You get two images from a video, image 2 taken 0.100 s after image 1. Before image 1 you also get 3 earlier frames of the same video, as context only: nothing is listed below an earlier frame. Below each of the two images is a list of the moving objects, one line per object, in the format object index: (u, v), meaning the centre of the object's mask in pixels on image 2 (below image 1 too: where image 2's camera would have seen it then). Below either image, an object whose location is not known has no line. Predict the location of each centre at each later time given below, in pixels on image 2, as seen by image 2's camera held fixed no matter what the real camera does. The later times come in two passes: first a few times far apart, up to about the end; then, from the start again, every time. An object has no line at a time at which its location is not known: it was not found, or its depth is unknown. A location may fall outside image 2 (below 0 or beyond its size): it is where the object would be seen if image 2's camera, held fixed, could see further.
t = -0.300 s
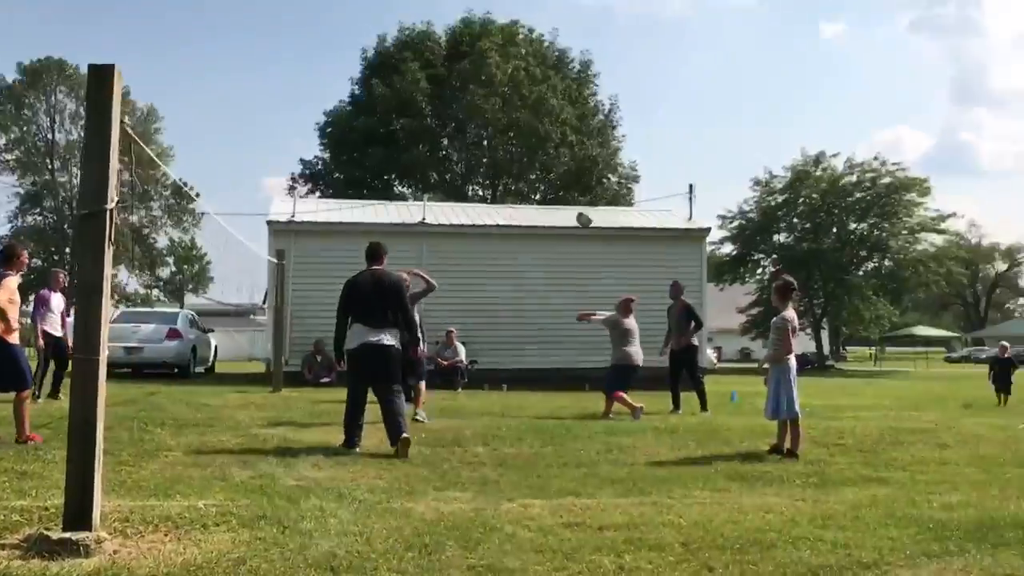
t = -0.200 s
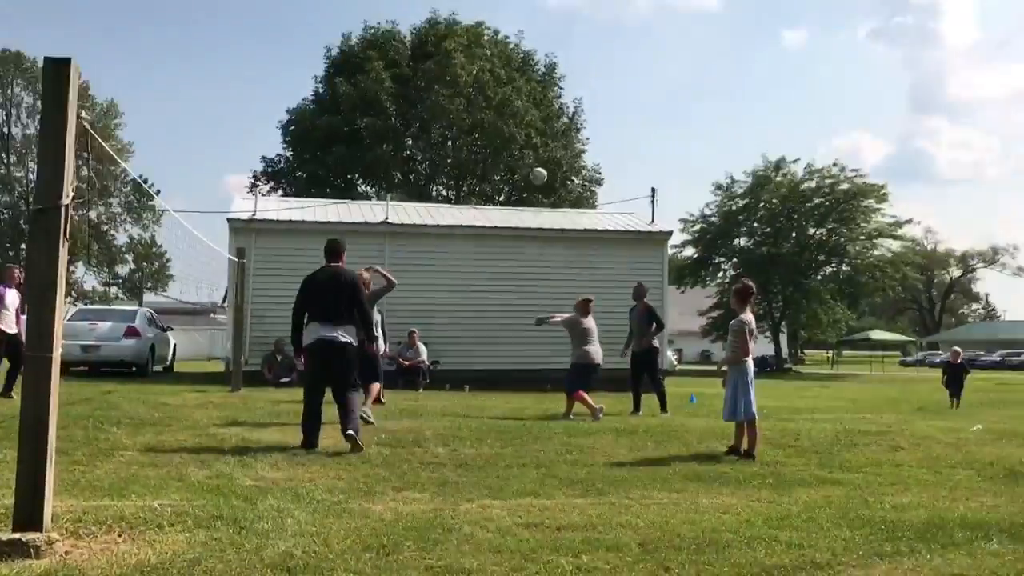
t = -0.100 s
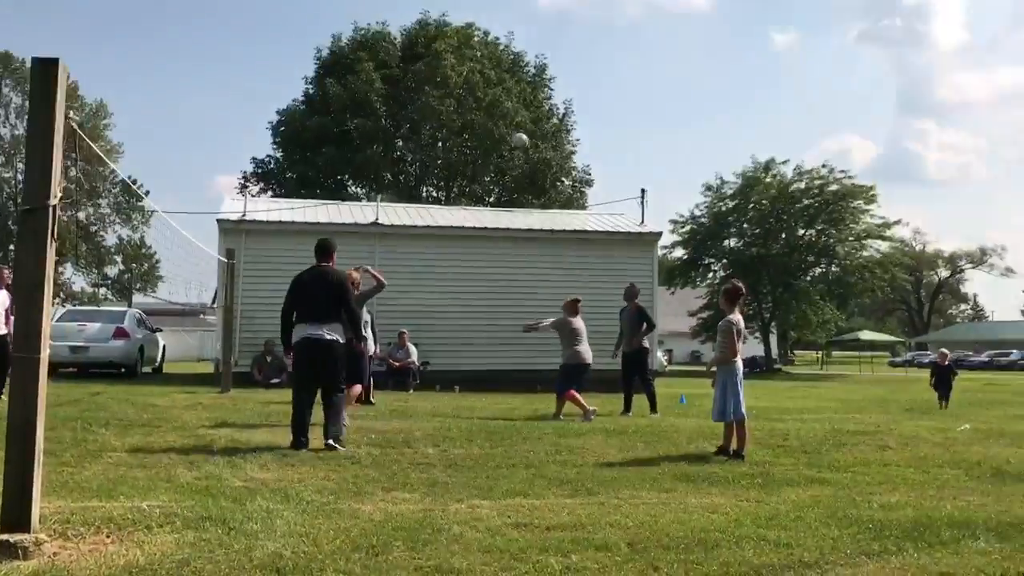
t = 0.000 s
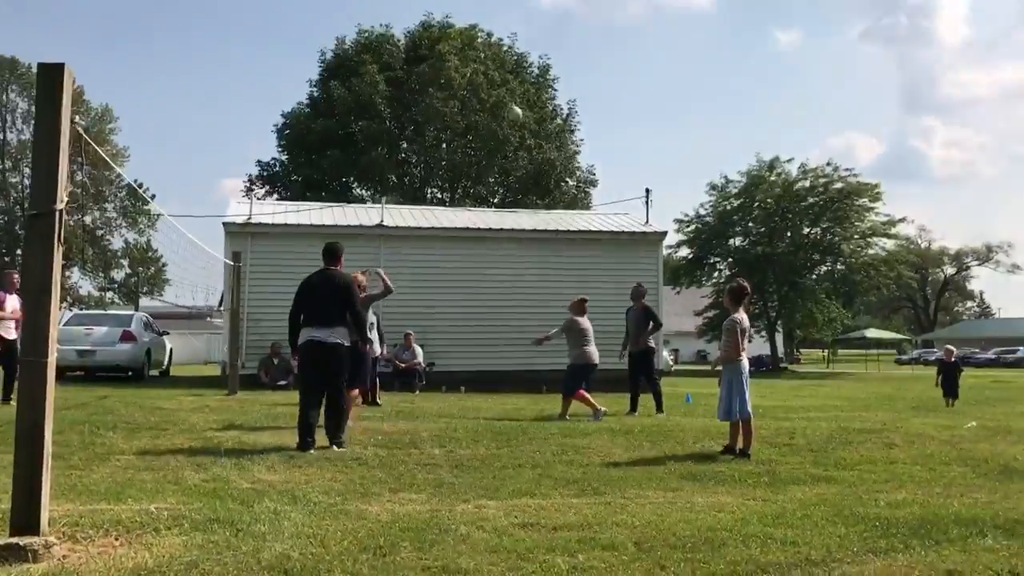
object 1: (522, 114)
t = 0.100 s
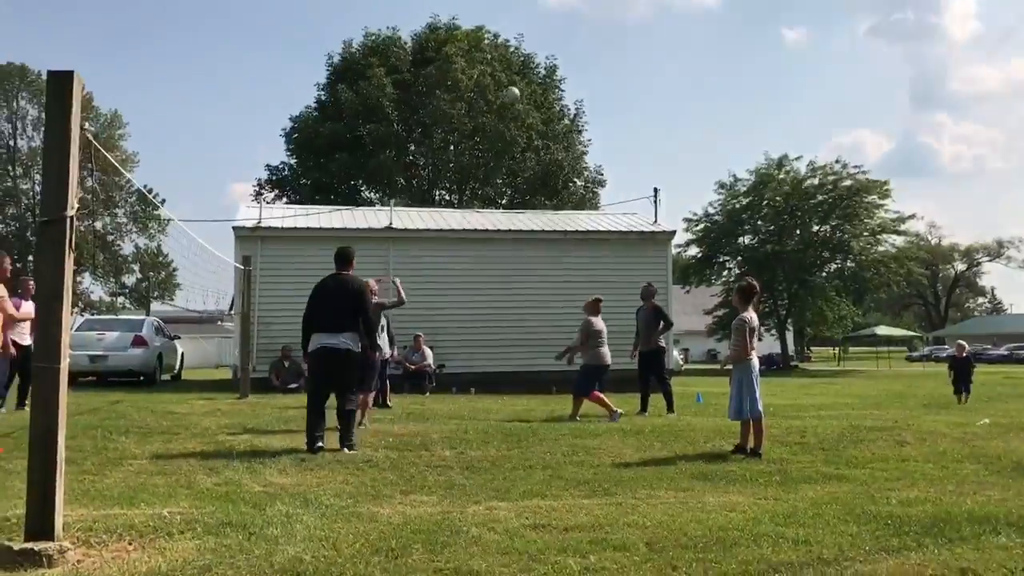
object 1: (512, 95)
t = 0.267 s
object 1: (494, 79)
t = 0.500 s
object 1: (472, 93)
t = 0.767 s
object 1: (445, 164)
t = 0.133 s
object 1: (507, 91)
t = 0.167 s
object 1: (505, 86)
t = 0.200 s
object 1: (501, 82)
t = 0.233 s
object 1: (499, 81)
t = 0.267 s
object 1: (494, 79)
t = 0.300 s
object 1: (492, 79)
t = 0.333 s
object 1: (488, 79)
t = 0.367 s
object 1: (485, 81)
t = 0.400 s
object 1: (481, 82)
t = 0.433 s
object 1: (478, 85)
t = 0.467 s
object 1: (475, 89)
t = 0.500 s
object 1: (472, 93)
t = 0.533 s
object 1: (469, 99)
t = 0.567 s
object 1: (465, 106)
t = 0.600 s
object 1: (461, 114)
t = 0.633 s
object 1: (458, 122)
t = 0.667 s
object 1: (455, 131)
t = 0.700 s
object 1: (451, 141)
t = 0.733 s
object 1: (448, 151)
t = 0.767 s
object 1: (445, 164)
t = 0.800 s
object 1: (441, 177)
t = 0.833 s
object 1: (437, 191)
